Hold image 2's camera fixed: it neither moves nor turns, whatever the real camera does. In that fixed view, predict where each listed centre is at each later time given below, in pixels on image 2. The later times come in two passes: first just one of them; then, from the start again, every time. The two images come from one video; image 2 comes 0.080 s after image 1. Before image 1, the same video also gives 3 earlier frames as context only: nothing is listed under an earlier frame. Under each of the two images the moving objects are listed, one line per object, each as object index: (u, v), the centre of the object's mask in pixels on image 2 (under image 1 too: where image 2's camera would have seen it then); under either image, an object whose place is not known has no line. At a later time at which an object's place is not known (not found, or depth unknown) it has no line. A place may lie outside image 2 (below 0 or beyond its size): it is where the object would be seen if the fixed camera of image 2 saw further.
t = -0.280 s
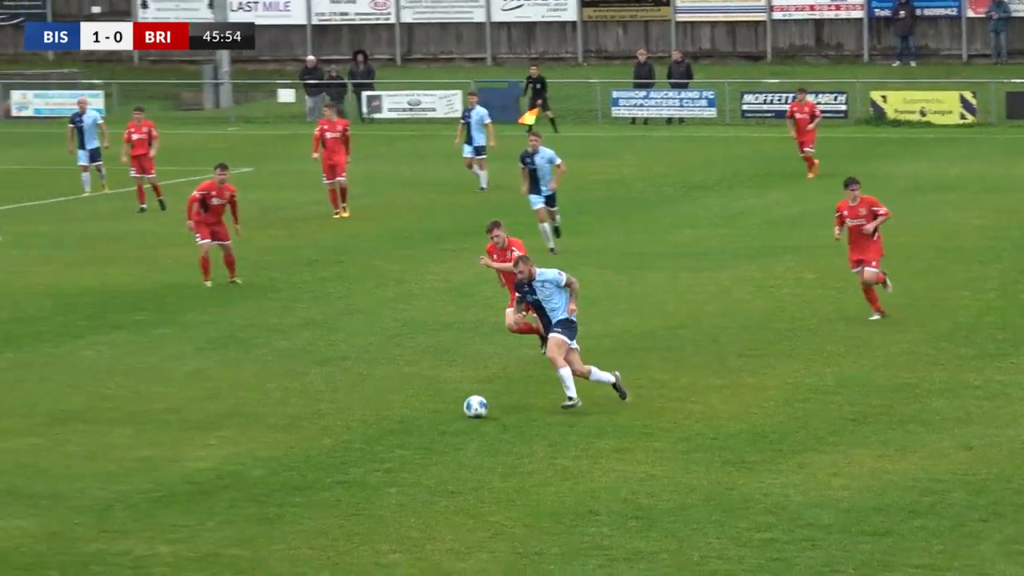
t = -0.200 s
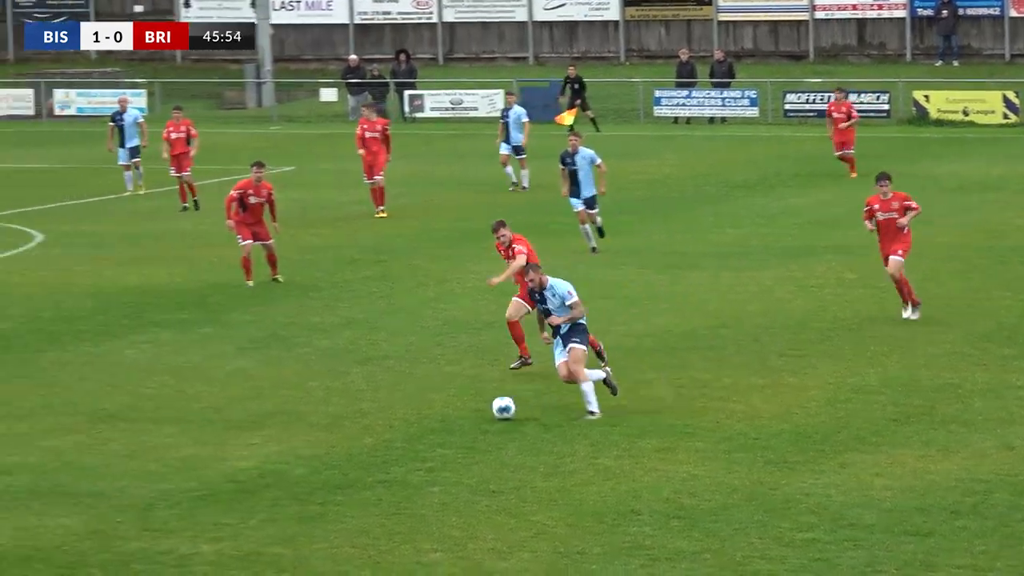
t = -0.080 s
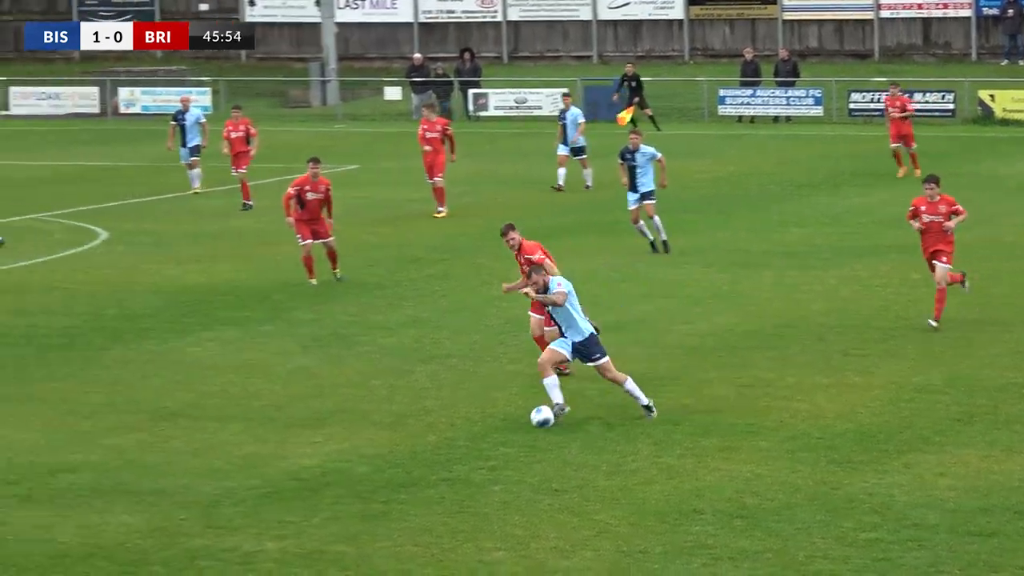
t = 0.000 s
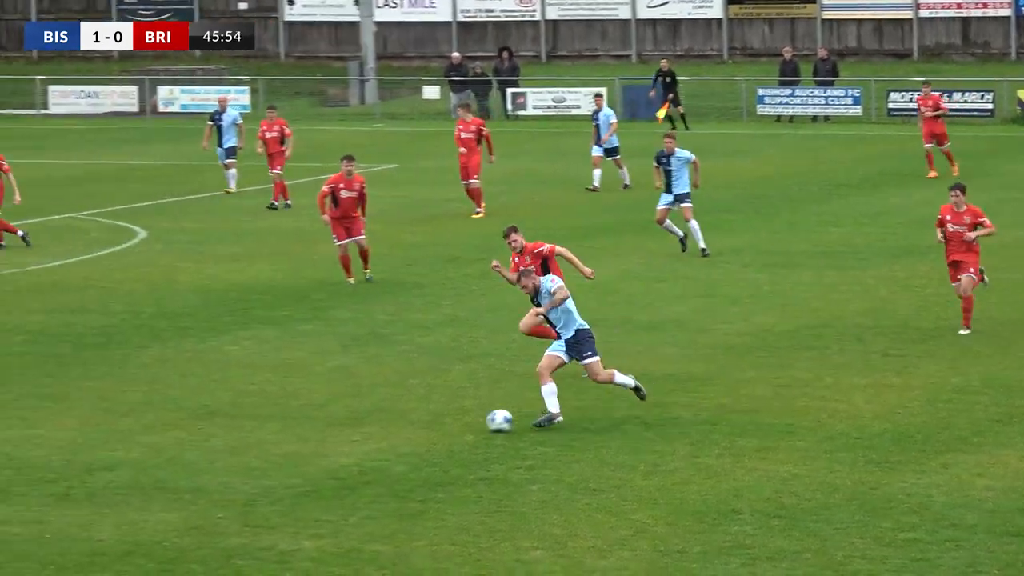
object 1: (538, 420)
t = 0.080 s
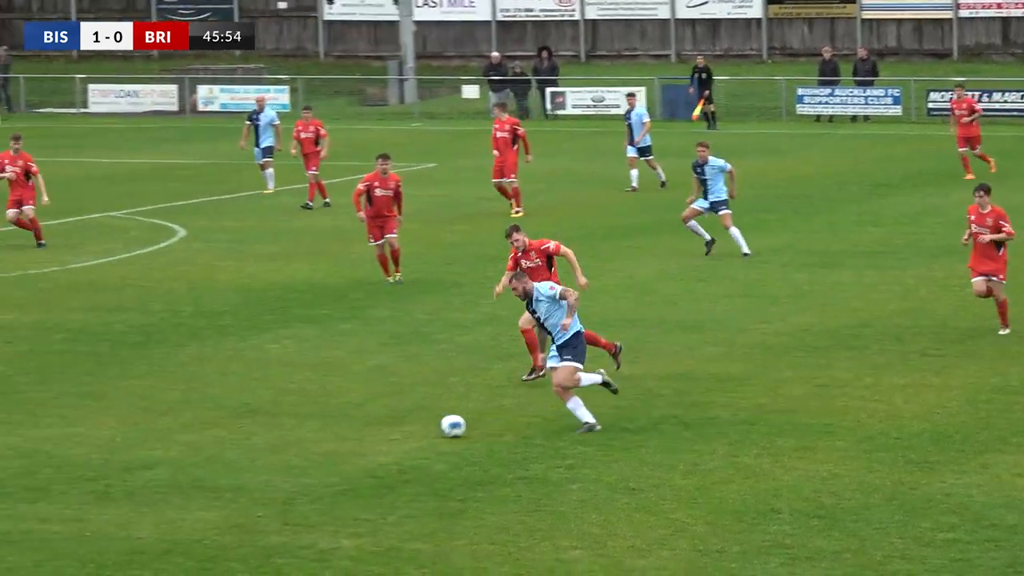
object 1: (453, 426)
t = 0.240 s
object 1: (290, 437)
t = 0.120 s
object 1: (412, 428)
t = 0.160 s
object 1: (371, 429)
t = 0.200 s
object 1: (330, 433)
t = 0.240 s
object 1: (290, 437)
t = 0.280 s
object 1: (252, 439)
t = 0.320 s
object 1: (214, 440)
